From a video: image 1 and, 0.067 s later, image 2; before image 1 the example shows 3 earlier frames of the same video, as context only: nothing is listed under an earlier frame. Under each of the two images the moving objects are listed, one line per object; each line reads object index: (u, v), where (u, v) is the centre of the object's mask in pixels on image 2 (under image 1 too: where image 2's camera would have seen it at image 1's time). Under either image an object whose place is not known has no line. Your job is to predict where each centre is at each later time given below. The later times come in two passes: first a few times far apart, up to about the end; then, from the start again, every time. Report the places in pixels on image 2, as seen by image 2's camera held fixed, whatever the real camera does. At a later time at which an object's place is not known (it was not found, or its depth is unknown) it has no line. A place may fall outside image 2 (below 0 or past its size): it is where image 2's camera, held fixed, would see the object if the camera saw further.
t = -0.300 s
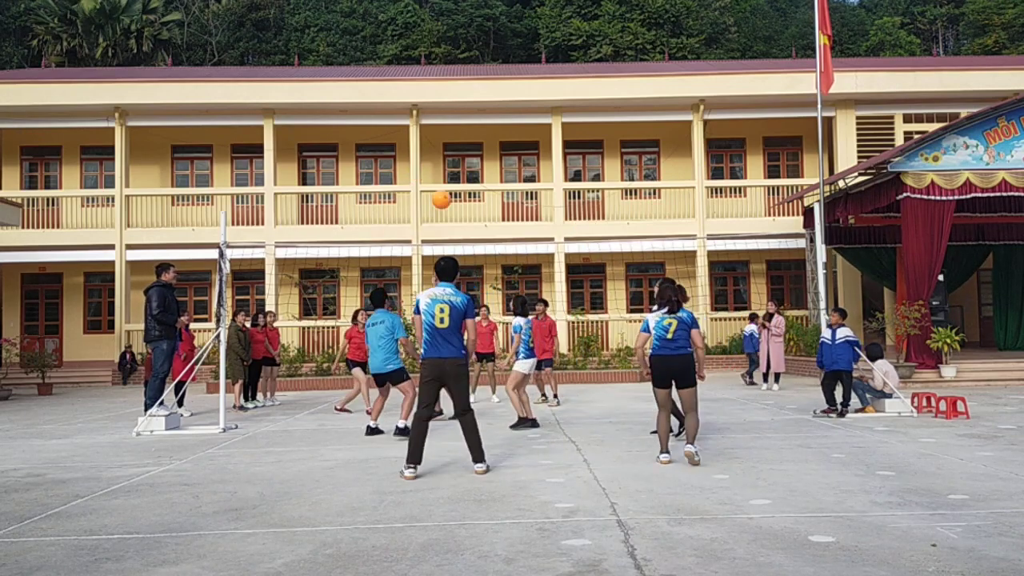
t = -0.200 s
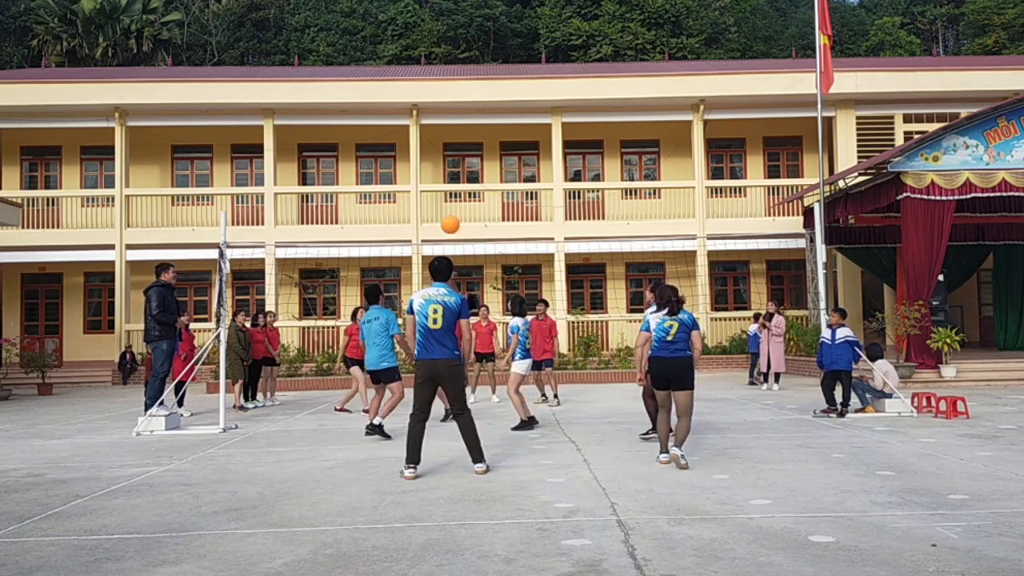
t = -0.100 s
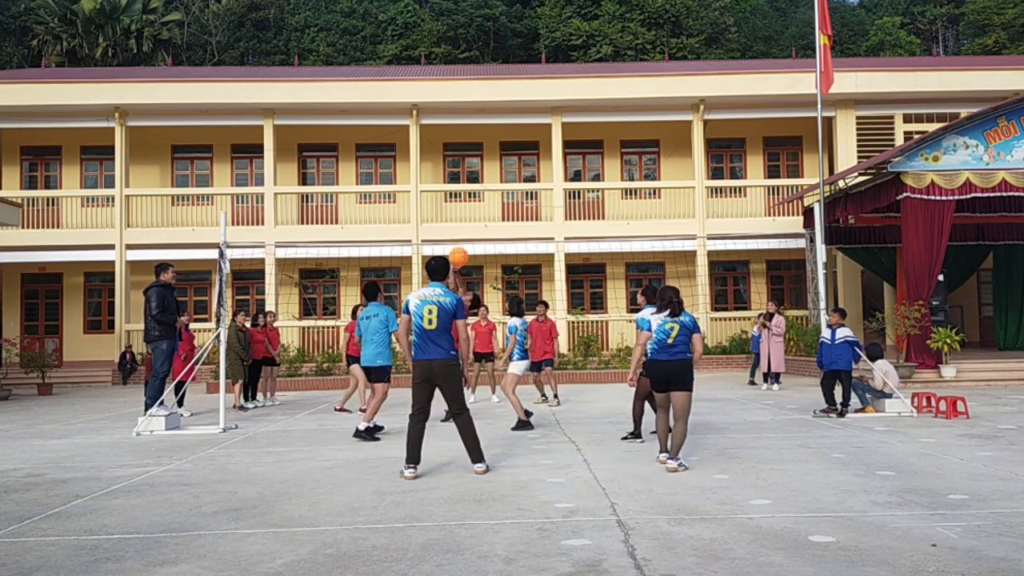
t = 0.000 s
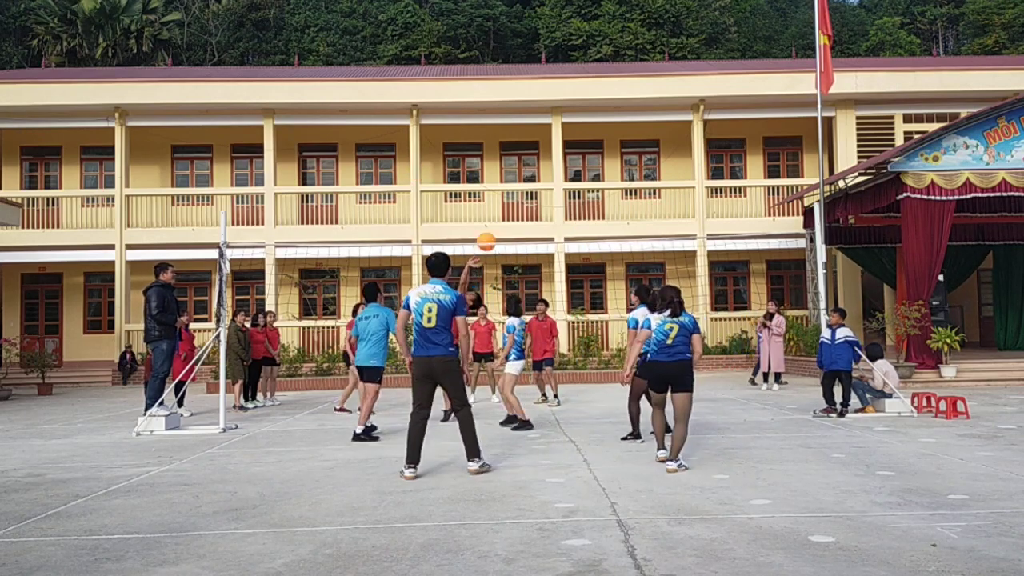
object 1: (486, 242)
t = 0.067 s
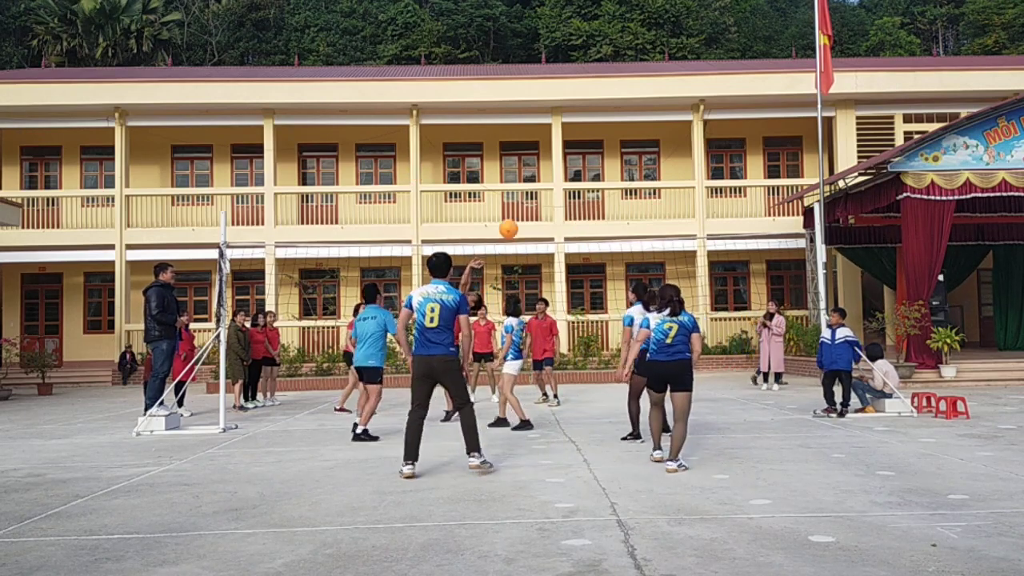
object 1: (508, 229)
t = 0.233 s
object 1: (562, 211)
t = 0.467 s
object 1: (633, 223)
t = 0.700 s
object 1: (702, 275)
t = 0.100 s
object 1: (519, 223)
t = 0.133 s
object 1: (529, 219)
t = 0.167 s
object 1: (540, 215)
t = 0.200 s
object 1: (551, 213)
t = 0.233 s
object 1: (562, 211)
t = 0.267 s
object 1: (572, 210)
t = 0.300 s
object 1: (583, 210)
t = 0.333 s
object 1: (593, 210)
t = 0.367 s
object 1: (603, 212)
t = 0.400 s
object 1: (613, 215)
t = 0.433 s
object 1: (623, 218)
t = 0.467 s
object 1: (633, 223)
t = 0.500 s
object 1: (643, 228)
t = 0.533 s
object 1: (653, 233)
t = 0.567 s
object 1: (663, 241)
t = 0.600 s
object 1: (673, 249)
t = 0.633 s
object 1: (682, 257)
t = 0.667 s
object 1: (692, 265)
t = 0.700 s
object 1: (702, 275)
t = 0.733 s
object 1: (712, 285)
